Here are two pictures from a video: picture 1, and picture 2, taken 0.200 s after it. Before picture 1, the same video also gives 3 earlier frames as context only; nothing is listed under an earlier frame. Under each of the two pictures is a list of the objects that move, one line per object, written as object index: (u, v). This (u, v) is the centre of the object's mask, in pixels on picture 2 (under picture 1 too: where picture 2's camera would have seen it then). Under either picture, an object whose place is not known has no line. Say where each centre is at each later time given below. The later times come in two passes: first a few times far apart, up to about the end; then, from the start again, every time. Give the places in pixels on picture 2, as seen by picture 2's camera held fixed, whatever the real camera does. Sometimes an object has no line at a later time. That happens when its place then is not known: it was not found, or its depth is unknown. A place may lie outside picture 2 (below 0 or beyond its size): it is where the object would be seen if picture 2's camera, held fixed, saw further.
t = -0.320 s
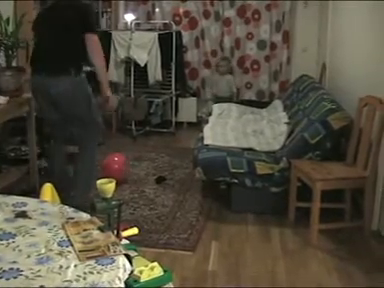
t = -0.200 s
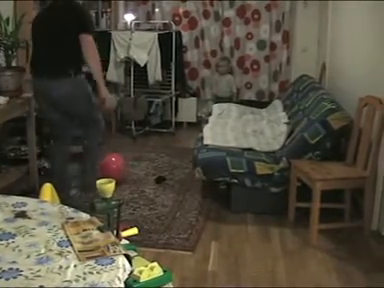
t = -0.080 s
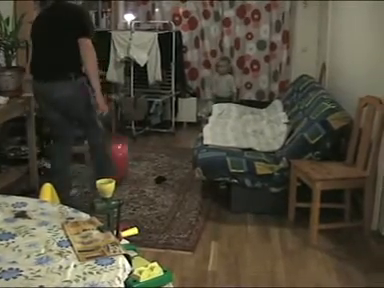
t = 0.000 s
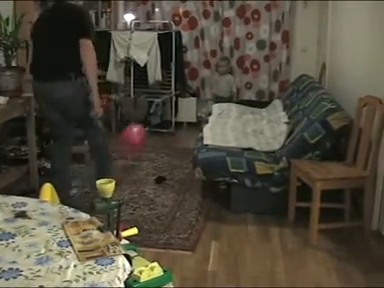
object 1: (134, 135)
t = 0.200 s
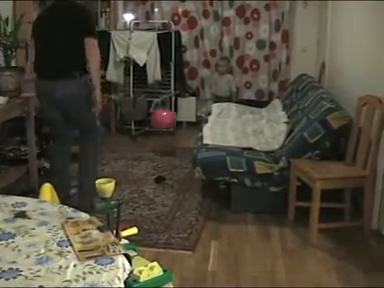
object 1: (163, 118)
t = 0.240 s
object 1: (167, 120)
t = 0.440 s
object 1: (180, 127)
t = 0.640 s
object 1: (182, 122)
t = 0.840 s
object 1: (185, 123)
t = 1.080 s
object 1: (188, 119)
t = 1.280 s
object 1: (190, 120)
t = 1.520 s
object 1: (193, 121)
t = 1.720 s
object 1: (194, 122)
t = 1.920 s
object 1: (194, 122)
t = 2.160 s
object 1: (194, 122)
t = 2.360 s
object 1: (195, 121)
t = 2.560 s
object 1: (194, 121)
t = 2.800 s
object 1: (194, 121)
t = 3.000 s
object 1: (192, 121)
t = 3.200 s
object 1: (191, 121)
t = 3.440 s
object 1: (191, 121)
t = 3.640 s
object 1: (192, 121)
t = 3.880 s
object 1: (193, 121)
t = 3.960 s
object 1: (194, 121)
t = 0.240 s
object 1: (167, 120)
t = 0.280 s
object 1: (172, 121)
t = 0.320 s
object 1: (175, 122)
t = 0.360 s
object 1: (177, 125)
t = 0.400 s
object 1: (180, 128)
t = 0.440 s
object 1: (180, 127)
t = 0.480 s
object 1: (182, 126)
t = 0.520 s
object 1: (182, 124)
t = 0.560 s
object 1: (182, 123)
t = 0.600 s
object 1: (182, 122)
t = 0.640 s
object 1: (182, 122)
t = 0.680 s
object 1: (182, 122)
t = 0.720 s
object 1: (182, 123)
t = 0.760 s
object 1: (183, 125)
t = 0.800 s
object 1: (184, 124)
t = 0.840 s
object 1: (185, 123)
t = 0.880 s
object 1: (185, 121)
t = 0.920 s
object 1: (186, 120)
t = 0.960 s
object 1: (186, 120)
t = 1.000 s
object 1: (188, 119)
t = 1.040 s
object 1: (188, 119)
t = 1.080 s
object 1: (188, 119)
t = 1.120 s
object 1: (189, 119)
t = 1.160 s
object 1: (190, 120)
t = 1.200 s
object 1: (190, 120)
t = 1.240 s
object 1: (190, 120)
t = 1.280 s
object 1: (190, 120)
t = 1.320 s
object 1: (191, 120)
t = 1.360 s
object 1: (192, 120)
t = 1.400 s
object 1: (192, 121)
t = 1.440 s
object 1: (192, 121)
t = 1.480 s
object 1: (192, 121)
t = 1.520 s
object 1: (193, 121)
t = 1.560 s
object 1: (193, 121)
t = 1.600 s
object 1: (193, 121)
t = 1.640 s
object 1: (194, 121)
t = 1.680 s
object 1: (194, 121)
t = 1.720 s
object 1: (194, 122)
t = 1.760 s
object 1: (194, 122)
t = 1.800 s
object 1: (194, 122)
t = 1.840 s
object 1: (194, 122)
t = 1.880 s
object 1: (194, 122)
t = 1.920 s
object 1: (194, 122)
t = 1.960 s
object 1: (194, 122)
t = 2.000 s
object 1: (194, 122)
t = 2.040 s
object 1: (194, 122)
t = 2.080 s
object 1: (194, 122)
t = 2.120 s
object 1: (194, 122)
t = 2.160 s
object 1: (194, 122)
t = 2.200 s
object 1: (195, 122)
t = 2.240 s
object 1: (195, 121)
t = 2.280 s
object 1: (195, 122)
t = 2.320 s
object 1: (195, 122)
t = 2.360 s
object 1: (195, 121)
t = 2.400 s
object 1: (195, 121)
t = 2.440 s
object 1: (195, 121)
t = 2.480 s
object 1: (194, 122)
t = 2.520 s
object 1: (195, 122)
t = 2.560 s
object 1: (194, 121)
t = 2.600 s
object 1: (194, 121)
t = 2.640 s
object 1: (194, 121)
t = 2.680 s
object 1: (194, 121)
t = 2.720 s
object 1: (194, 121)
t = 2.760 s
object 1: (194, 121)
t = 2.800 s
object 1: (194, 121)
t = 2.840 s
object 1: (193, 121)
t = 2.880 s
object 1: (193, 121)
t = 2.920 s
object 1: (193, 121)
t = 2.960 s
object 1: (192, 121)
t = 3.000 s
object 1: (192, 121)
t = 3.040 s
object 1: (192, 121)
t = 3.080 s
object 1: (192, 121)
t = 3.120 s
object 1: (192, 121)
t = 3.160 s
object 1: (191, 121)
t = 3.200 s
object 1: (191, 121)
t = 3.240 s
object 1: (191, 121)
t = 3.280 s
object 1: (191, 120)
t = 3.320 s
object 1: (191, 121)
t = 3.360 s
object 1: (191, 121)
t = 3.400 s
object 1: (191, 121)
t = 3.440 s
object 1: (191, 121)
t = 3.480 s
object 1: (191, 121)
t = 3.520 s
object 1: (191, 121)
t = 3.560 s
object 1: (191, 121)
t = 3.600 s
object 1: (191, 121)
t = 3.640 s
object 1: (192, 121)
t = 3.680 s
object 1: (192, 121)
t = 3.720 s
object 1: (192, 121)
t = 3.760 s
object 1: (193, 121)
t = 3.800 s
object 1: (193, 121)
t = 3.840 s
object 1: (193, 121)
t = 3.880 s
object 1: (193, 121)
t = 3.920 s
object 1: (193, 121)
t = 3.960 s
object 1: (194, 121)
